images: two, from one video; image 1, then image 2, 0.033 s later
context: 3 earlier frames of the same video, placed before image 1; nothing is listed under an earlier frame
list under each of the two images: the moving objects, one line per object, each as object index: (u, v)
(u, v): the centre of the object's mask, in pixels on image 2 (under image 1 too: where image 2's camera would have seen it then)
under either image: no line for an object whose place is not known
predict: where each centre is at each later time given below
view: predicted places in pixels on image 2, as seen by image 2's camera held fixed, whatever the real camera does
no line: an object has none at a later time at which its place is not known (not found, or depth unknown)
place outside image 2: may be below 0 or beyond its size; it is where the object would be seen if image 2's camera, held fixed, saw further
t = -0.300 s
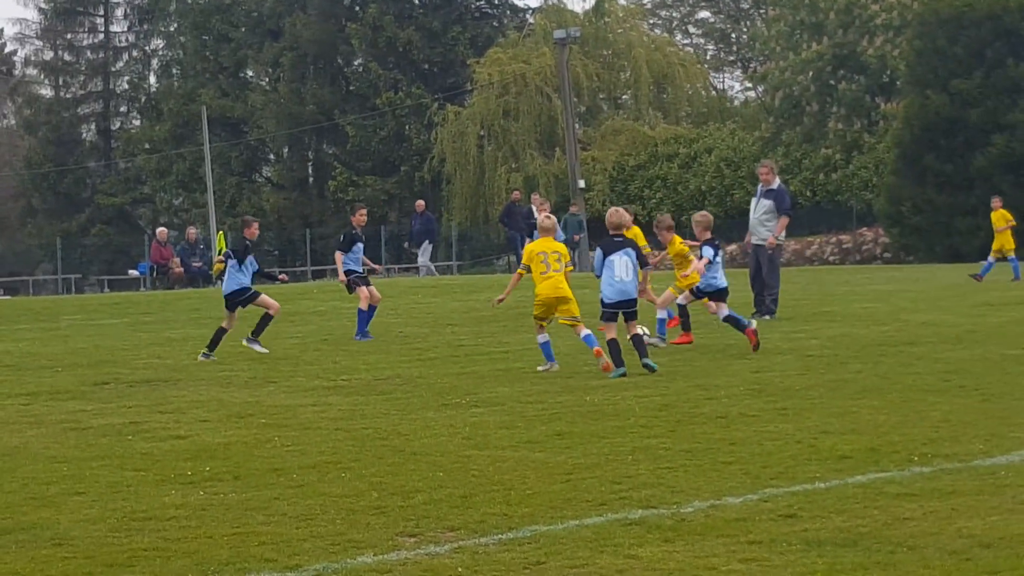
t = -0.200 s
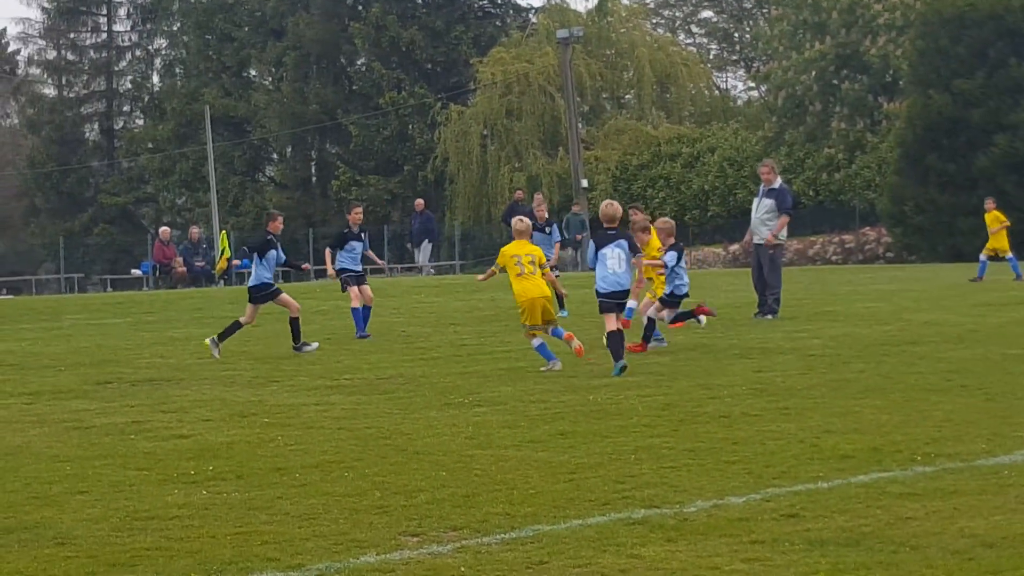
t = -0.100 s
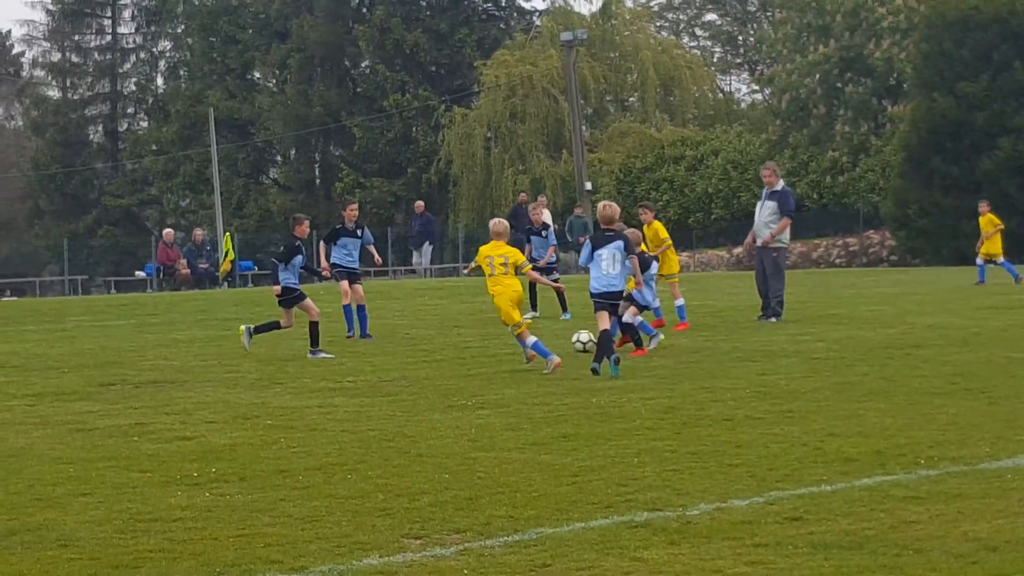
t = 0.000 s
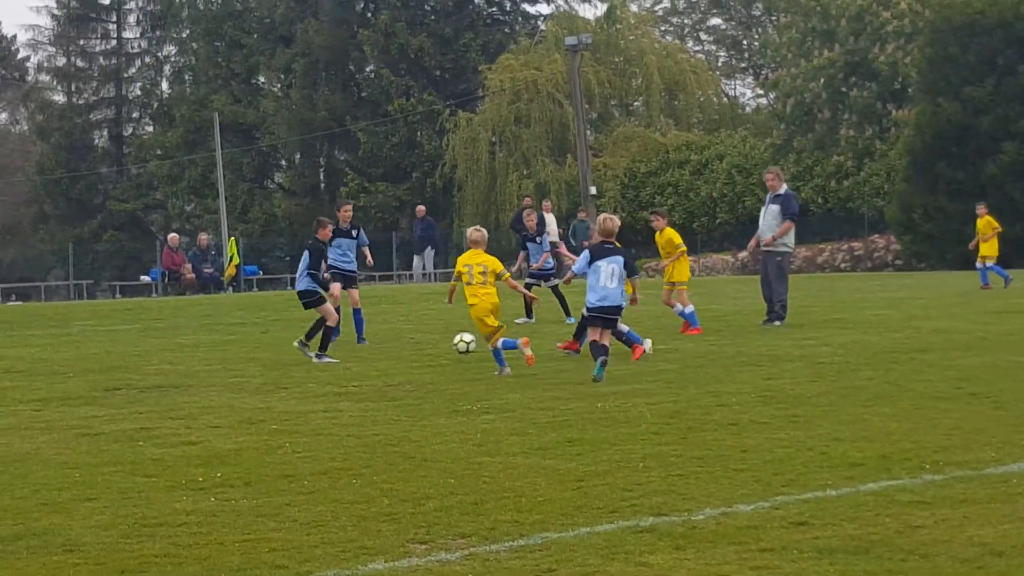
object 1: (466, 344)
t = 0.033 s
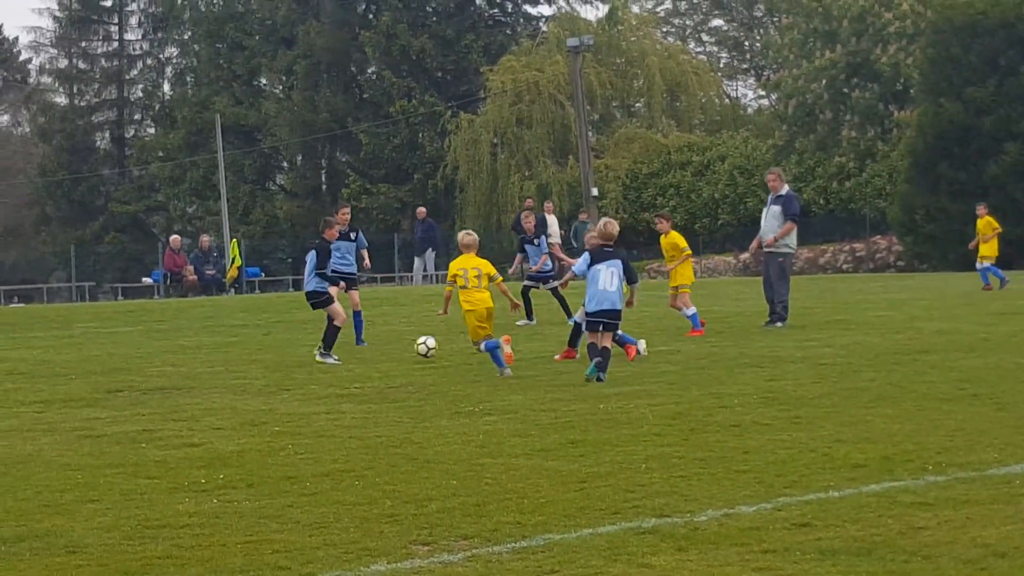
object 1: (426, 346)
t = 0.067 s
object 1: (386, 350)
